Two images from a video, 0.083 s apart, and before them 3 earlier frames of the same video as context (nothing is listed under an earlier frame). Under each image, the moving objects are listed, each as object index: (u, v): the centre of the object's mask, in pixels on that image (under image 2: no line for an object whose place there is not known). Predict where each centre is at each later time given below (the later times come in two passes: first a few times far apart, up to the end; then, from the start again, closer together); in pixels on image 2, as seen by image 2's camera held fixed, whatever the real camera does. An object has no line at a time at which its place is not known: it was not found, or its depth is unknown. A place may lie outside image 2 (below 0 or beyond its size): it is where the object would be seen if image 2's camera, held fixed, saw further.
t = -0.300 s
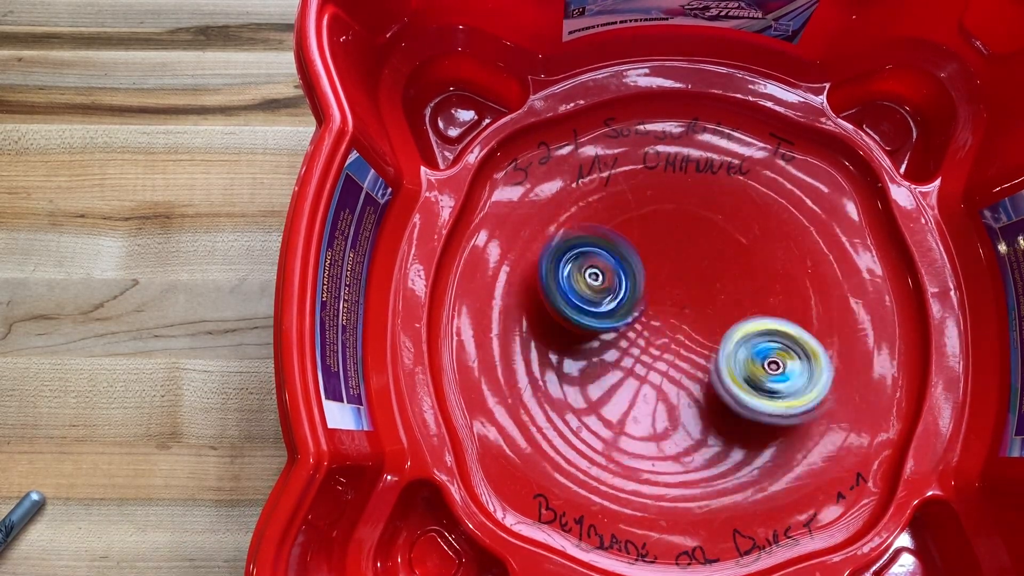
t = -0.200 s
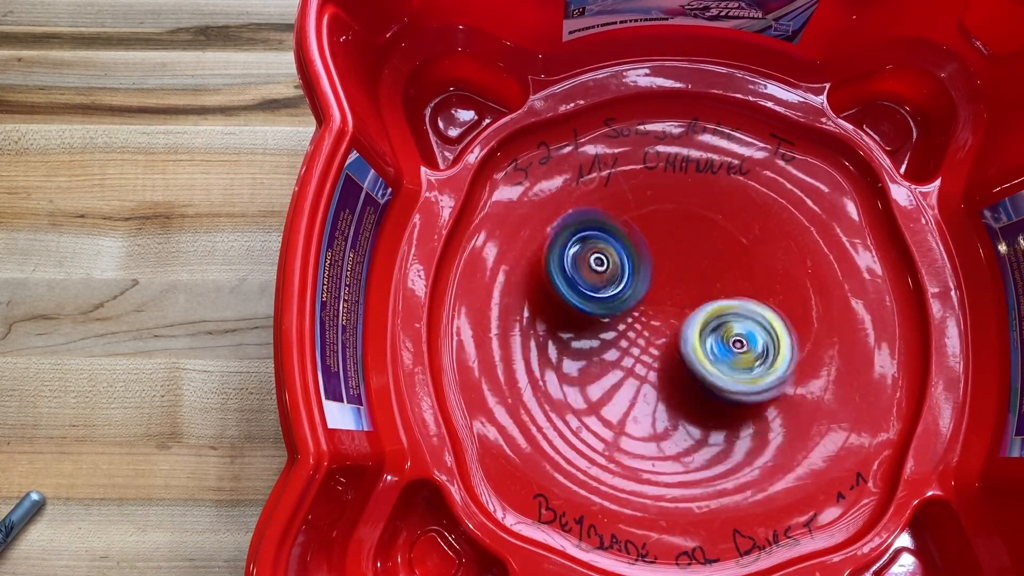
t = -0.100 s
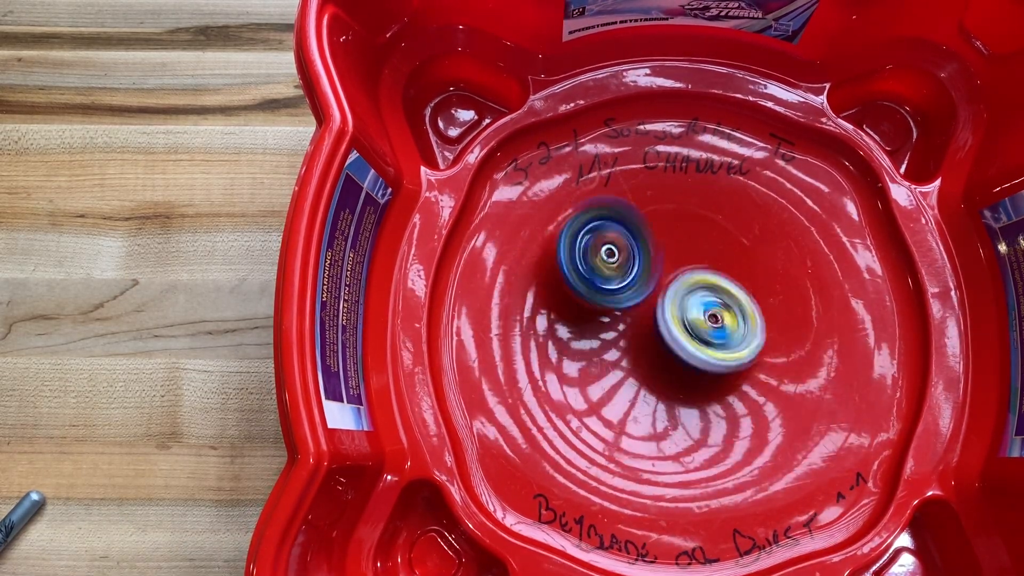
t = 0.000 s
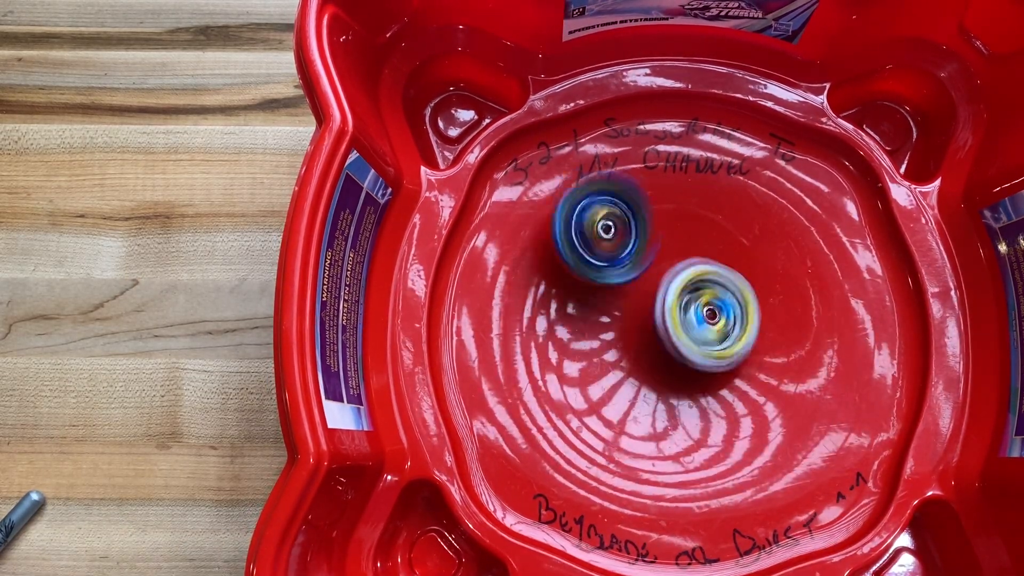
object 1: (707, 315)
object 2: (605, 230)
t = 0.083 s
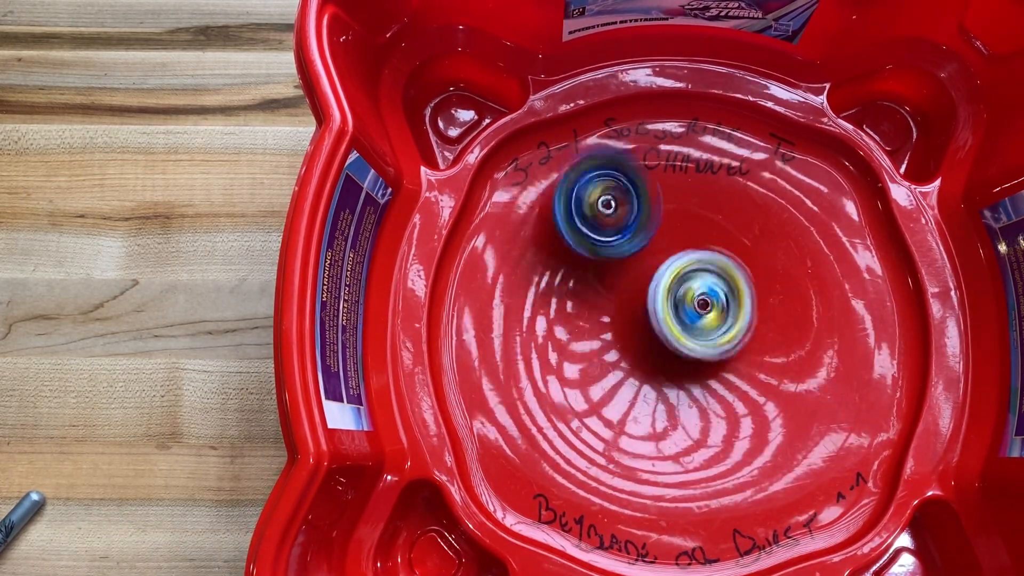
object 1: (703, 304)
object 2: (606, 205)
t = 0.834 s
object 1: (693, 361)
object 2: (841, 207)
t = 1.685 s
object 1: (653, 320)
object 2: (755, 472)
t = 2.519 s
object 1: (725, 324)
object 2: (615, 246)
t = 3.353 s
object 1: (693, 328)
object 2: (812, 301)
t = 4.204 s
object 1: (704, 320)
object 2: (660, 410)
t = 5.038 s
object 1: (667, 391)
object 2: (703, 277)
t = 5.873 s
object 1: (663, 362)
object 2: (705, 276)
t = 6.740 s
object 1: (662, 361)
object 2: (714, 276)
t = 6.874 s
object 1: (662, 361)
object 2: (714, 276)
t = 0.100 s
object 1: (699, 304)
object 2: (607, 200)
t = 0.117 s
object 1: (697, 298)
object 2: (608, 194)
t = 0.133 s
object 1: (697, 293)
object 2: (610, 188)
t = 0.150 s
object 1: (698, 292)
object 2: (615, 182)
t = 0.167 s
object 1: (693, 289)
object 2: (617, 177)
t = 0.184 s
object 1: (693, 282)
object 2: (621, 171)
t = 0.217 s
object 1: (692, 279)
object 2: (629, 161)
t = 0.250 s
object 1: (690, 268)
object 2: (639, 150)
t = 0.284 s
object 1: (687, 266)
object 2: (651, 139)
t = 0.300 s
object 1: (686, 260)
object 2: (657, 136)
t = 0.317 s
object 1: (688, 257)
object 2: (663, 131)
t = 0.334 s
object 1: (687, 259)
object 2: (669, 127)
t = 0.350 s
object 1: (682, 256)
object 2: (675, 122)
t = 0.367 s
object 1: (682, 252)
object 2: (682, 119)
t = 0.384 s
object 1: (685, 254)
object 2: (689, 115)
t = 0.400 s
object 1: (681, 256)
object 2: (696, 111)
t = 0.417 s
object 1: (678, 254)
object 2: (703, 109)
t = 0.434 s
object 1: (679, 255)
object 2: (709, 108)
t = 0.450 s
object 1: (679, 260)
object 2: (713, 109)
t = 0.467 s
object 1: (675, 264)
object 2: (716, 111)
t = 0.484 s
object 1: (673, 266)
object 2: (719, 115)
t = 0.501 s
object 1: (676, 271)
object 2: (722, 119)
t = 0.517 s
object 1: (675, 279)
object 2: (725, 123)
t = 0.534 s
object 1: (672, 283)
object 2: (729, 126)
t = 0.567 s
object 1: (676, 296)
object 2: (738, 132)
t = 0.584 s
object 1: (674, 303)
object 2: (745, 135)
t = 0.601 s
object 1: (673, 306)
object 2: (752, 140)
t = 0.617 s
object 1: (677, 310)
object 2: (756, 144)
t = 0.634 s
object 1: (677, 318)
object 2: (763, 148)
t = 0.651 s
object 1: (677, 322)
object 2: (769, 151)
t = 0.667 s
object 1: (679, 324)
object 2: (776, 154)
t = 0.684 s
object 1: (683, 329)
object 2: (783, 158)
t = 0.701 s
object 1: (681, 334)
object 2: (789, 163)
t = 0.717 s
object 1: (681, 336)
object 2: (796, 167)
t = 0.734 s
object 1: (685, 338)
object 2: (804, 172)
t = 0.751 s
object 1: (688, 345)
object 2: (810, 177)
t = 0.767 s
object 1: (687, 348)
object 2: (817, 183)
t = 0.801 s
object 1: (693, 353)
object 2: (829, 194)
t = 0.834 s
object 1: (693, 361)
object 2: (841, 207)
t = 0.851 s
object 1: (695, 362)
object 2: (845, 213)
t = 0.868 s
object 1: (699, 366)
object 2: (851, 220)
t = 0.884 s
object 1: (698, 371)
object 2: (857, 228)
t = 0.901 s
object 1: (699, 371)
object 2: (860, 234)
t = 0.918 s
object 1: (702, 371)
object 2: (866, 240)
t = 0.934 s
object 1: (705, 376)
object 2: (870, 248)
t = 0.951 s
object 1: (703, 379)
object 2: (874, 253)
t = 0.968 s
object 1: (704, 377)
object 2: (880, 261)
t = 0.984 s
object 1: (708, 376)
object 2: (882, 269)
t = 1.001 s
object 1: (708, 380)
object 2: (885, 274)
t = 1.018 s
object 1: (705, 378)
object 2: (889, 283)
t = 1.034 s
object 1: (708, 374)
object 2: (891, 289)
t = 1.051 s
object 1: (710, 374)
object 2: (893, 296)
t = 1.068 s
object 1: (707, 374)
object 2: (895, 304)
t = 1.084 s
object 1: (705, 369)
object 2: (896, 310)
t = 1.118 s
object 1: (704, 362)
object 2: (897, 326)
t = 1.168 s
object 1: (694, 346)
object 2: (899, 347)
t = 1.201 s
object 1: (684, 341)
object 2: (898, 360)
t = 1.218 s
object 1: (682, 335)
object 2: (897, 367)
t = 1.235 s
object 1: (681, 332)
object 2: (895, 373)
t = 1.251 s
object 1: (676, 333)
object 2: (894, 381)
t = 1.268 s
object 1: (671, 328)
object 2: (891, 387)
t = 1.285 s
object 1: (669, 325)
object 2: (889, 393)
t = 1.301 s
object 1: (668, 325)
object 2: (887, 400)
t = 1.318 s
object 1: (661, 324)
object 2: (883, 406)
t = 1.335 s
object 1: (658, 319)
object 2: (881, 411)
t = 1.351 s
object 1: (657, 316)
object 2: (877, 417)
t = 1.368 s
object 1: (655, 318)
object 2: (873, 422)
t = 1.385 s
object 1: (648, 315)
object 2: (869, 427)
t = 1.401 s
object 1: (646, 312)
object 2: (864, 432)
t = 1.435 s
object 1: (642, 313)
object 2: (855, 441)
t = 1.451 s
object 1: (637, 311)
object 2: (849, 445)
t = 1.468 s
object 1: (635, 308)
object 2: (843, 449)
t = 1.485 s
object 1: (636, 307)
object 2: (837, 453)
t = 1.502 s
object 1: (633, 311)
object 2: (830, 457)
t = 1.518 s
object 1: (629, 309)
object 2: (824, 460)
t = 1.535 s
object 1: (630, 307)
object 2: (817, 463)
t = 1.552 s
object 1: (634, 310)
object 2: (811, 466)
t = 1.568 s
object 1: (631, 314)
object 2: (804, 468)
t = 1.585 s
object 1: (631, 312)
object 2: (796, 470)
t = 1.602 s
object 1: (636, 311)
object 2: (790, 471)
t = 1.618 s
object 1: (638, 317)
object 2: (784, 472)
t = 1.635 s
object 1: (638, 318)
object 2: (776, 472)
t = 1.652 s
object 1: (641, 315)
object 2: (769, 473)
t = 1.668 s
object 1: (648, 315)
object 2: (762, 472)
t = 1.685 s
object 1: (653, 320)
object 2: (755, 472)
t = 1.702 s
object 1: (655, 319)
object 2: (748, 470)
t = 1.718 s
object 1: (661, 317)
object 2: (741, 469)
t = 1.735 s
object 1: (669, 317)
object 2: (734, 467)
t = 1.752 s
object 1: (671, 320)
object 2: (727, 464)
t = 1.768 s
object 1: (674, 318)
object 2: (720, 461)
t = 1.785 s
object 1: (679, 315)
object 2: (713, 457)
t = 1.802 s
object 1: (685, 315)
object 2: (707, 453)
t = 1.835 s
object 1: (690, 313)
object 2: (695, 440)
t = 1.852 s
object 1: (696, 310)
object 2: (690, 434)
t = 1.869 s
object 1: (700, 311)
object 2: (685, 428)
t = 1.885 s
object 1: (701, 309)
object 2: (679, 422)
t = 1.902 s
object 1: (705, 304)
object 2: (674, 417)
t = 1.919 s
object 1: (712, 300)
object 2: (670, 414)
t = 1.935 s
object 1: (717, 300)
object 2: (664, 410)
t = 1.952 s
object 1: (717, 298)
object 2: (658, 404)
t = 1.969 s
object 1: (719, 294)
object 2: (654, 398)
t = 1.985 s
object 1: (722, 291)
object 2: (650, 393)
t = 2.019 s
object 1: (723, 290)
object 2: (642, 379)
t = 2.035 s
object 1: (724, 286)
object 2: (639, 372)
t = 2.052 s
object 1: (728, 283)
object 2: (636, 365)
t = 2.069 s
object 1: (729, 285)
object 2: (633, 358)
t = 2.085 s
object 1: (731, 284)
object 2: (629, 353)
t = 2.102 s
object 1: (736, 281)
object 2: (620, 348)
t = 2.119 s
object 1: (740, 280)
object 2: (617, 343)
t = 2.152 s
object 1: (742, 282)
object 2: (609, 332)
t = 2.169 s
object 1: (743, 280)
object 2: (605, 327)
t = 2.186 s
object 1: (747, 278)
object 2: (601, 322)
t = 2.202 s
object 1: (750, 280)
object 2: (599, 317)
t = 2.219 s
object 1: (749, 281)
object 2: (597, 311)
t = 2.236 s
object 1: (749, 281)
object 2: (595, 306)
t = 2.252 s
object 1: (752, 280)
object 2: (594, 300)
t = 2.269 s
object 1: (757, 282)
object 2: (592, 296)
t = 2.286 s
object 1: (757, 287)
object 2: (591, 292)
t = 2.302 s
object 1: (756, 288)
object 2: (591, 287)
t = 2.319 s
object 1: (756, 289)
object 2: (591, 283)
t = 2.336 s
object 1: (758, 291)
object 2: (591, 279)
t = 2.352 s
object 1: (758, 296)
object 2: (591, 275)
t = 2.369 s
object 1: (755, 298)
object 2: (593, 271)
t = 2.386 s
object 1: (753, 300)
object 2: (595, 267)
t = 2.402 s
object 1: (752, 302)
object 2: (596, 265)
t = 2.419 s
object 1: (751, 308)
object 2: (598, 261)
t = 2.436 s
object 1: (745, 311)
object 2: (601, 258)
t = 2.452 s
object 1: (742, 313)
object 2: (602, 256)
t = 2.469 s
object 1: (739, 315)
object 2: (606, 252)
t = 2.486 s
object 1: (737, 319)
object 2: (609, 249)
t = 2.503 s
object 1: (730, 323)
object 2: (612, 248)
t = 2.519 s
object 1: (725, 324)
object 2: (615, 246)
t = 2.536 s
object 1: (721, 324)
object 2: (619, 245)
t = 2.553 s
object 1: (719, 326)
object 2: (623, 243)
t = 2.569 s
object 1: (714, 330)
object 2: (626, 243)
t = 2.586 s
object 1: (709, 329)
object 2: (632, 243)
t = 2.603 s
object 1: (706, 329)
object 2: (637, 243)
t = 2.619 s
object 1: (705, 330)
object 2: (642, 240)
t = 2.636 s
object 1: (706, 338)
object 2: (645, 231)
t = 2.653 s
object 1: (702, 343)
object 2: (645, 224)
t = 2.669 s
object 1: (699, 346)
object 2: (648, 217)
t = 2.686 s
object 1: (696, 347)
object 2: (650, 213)
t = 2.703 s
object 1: (697, 350)
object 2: (651, 209)
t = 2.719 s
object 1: (692, 353)
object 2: (655, 204)
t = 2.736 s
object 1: (688, 351)
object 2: (660, 200)
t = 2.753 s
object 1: (685, 350)
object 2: (664, 196)
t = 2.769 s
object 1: (682, 347)
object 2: (669, 193)
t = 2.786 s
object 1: (682, 348)
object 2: (672, 192)
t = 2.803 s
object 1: (677, 346)
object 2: (675, 190)
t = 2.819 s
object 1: (677, 342)
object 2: (681, 188)
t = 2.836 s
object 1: (677, 341)
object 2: (686, 188)
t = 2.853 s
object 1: (678, 340)
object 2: (692, 186)
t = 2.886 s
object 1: (676, 339)
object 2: (702, 186)
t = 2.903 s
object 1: (677, 337)
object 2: (708, 186)
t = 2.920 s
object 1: (677, 337)
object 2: (712, 186)
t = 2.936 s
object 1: (677, 337)
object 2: (718, 186)
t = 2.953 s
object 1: (676, 337)
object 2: (724, 188)
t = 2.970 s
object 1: (676, 333)
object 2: (729, 190)
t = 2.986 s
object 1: (677, 332)
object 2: (734, 191)
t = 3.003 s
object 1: (678, 331)
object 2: (741, 194)
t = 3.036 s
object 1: (677, 331)
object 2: (751, 199)
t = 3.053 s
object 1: (680, 327)
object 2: (756, 202)
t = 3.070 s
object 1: (681, 327)
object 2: (763, 206)
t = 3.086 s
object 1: (682, 328)
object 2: (767, 210)
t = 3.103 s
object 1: (681, 329)
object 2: (771, 213)
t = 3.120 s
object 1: (681, 327)
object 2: (777, 218)
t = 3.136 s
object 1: (684, 326)
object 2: (781, 223)
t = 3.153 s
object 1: (686, 326)
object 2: (785, 230)
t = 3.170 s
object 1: (685, 327)
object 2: (788, 234)
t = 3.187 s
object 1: (684, 327)
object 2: (792, 241)
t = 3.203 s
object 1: (685, 325)
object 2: (797, 246)
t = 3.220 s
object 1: (689, 325)
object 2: (799, 251)
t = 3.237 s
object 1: (690, 327)
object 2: (802, 257)
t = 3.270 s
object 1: (689, 327)
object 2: (808, 270)
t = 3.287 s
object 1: (690, 325)
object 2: (809, 276)
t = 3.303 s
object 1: (694, 326)
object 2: (811, 282)
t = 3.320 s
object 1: (693, 329)
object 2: (811, 289)
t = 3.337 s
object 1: (693, 329)
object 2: (812, 296)
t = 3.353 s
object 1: (693, 328)
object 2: (812, 301)
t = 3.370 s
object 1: (691, 327)
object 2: (816, 309)
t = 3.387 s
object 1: (687, 328)
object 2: (823, 316)
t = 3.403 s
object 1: (682, 330)
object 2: (829, 321)
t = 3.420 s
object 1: (678, 329)
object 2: (833, 328)
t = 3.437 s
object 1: (675, 328)
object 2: (836, 335)
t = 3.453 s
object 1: (674, 326)
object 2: (841, 341)
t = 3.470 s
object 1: (675, 327)
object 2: (843, 347)
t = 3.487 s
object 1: (671, 330)
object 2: (845, 353)
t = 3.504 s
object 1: (669, 329)
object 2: (846, 360)
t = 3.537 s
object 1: (668, 327)
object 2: (849, 373)
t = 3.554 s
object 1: (670, 327)
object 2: (849, 378)
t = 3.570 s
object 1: (669, 329)
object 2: (849, 385)
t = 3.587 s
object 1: (666, 328)
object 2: (848, 391)
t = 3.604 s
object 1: (666, 328)
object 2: (847, 397)
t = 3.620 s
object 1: (666, 327)
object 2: (846, 403)
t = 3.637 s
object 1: (668, 327)
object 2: (845, 409)
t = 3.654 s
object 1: (669, 329)
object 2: (843, 415)
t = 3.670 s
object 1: (667, 327)
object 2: (840, 420)
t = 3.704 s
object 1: (668, 326)
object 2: (834, 433)
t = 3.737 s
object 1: (670, 327)
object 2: (827, 442)
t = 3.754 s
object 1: (670, 328)
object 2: (822, 448)
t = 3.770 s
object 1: (669, 326)
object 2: (817, 453)
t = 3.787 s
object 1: (669, 326)
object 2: (811, 457)
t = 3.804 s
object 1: (671, 326)
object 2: (807, 461)
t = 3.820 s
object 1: (672, 326)
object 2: (801, 464)
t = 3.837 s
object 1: (671, 329)
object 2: (794, 468)
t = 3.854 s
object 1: (671, 328)
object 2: (788, 470)
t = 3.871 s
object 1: (672, 325)
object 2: (783, 473)
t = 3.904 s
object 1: (674, 324)
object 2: (768, 476)
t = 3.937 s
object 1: (676, 326)
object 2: (756, 477)
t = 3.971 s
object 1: (678, 322)
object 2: (741, 475)
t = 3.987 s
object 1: (682, 322)
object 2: (734, 475)
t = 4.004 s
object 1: (683, 321)
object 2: (728, 474)
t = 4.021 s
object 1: (686, 322)
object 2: (721, 472)
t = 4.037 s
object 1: (687, 324)
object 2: (714, 468)
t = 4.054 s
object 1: (687, 323)
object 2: (706, 465)
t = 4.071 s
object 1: (690, 321)
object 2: (700, 462)
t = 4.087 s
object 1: (694, 320)
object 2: (695, 457)
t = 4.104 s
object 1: (696, 321)
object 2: (689, 451)
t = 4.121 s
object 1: (698, 321)
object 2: (682, 445)
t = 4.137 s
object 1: (699, 322)
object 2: (678, 439)
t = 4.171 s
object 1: (700, 322)
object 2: (668, 424)
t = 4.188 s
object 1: (701, 321)
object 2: (663, 416)
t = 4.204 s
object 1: (704, 320)
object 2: (660, 410)
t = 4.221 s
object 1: (707, 321)
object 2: (657, 402)
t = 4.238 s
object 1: (708, 320)
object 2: (650, 397)
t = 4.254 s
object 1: (714, 312)
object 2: (636, 396)
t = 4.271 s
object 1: (724, 302)
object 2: (625, 395)
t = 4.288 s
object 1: (733, 297)
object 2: (616, 391)
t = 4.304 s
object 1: (740, 295)
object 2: (607, 389)
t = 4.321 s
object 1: (746, 294)
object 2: (601, 384)
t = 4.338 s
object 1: (748, 294)
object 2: (595, 378)
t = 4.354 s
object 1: (749, 295)
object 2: (593, 374)
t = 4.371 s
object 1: (749, 295)
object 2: (590, 368)
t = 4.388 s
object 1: (748, 295)
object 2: (586, 363)
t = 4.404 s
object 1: (747, 294)
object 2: (585, 358)
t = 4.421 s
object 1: (745, 294)
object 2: (583, 352)
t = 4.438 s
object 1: (741, 294)
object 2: (582, 348)
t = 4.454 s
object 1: (738, 293)
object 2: (583, 344)
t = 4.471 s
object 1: (735, 294)
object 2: (582, 339)
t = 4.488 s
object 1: (732, 295)
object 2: (583, 334)
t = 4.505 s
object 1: (730, 296)
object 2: (583, 327)
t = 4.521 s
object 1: (728, 299)
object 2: (586, 323)
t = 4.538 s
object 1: (724, 303)
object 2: (587, 318)
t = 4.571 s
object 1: (711, 313)
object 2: (593, 310)
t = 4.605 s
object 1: (701, 322)
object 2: (599, 302)
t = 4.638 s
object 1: (688, 337)
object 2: (604, 291)
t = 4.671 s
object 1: (677, 354)
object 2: (610, 279)
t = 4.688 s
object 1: (673, 362)
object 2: (613, 272)
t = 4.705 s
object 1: (670, 369)
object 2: (617, 268)
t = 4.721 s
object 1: (668, 376)
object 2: (620, 264)
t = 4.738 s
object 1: (666, 383)
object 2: (624, 262)
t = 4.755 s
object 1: (663, 389)
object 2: (627, 260)
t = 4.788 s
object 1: (661, 399)
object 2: (635, 258)
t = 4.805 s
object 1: (660, 403)
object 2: (638, 257)
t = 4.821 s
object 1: (659, 406)
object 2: (643, 258)
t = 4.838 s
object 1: (658, 408)
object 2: (647, 258)
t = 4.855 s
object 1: (657, 408)
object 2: (651, 259)
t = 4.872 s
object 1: (658, 407)
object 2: (655, 260)
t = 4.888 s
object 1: (658, 406)
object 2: (659, 262)
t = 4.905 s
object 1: (659, 403)
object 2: (664, 264)
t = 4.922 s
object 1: (660, 400)
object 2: (667, 268)
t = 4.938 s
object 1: (662, 397)
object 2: (671, 272)
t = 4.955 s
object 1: (664, 394)
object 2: (674, 275)
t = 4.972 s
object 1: (667, 390)
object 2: (676, 280)
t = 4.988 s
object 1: (668, 389)
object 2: (682, 281)
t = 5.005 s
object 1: (668, 391)
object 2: (687, 279)
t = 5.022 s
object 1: (667, 392)
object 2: (697, 276)
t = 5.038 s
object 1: (667, 391)
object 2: (703, 277)
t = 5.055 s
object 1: (667, 389)
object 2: (708, 278)
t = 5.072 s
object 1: (666, 387)
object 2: (712, 279)
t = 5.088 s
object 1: (666, 385)
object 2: (715, 280)
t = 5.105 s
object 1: (666, 383)
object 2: (718, 283)
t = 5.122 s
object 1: (666, 381)
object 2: (719, 287)
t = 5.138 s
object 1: (665, 380)
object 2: (721, 290)
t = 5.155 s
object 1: (663, 381)
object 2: (726, 290)
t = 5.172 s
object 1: (660, 381)
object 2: (730, 291)
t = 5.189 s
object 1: (659, 379)
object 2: (732, 293)
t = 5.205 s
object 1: (658, 378)
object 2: (733, 294)
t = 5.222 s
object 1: (657, 378)
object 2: (733, 297)
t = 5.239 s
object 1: (656, 377)
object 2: (733, 299)
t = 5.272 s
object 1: (656, 377)
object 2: (733, 300)
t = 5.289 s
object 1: (656, 377)
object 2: (733, 302)
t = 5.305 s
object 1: (656, 377)
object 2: (733, 303)
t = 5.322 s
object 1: (655, 377)
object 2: (736, 302)
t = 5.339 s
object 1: (654, 377)
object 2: (738, 302)
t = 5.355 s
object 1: (653, 376)
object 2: (737, 304)
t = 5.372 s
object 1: (653, 376)
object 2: (736, 305)
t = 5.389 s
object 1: (653, 375)
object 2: (735, 306)
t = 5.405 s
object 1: (651, 375)
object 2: (736, 304)
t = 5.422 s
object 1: (650, 375)
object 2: (737, 302)
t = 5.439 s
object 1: (651, 374)
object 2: (738, 302)
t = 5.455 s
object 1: (651, 374)
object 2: (738, 303)
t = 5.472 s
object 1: (652, 373)
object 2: (737, 303)
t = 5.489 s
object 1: (654, 373)
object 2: (736, 303)
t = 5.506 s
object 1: (655, 372)
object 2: (734, 303)
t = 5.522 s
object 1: (656, 373)
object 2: (733, 301)
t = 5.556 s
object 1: (661, 372)
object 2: (733, 297)
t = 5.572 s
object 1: (664, 371)
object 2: (733, 294)
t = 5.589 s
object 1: (667, 371)
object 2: (732, 291)
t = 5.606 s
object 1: (669, 370)
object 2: (731, 291)
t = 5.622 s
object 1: (670, 370)
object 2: (729, 290)
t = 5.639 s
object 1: (672, 369)
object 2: (727, 288)
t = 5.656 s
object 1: (673, 369)
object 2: (723, 287)
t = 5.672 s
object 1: (674, 369)
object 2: (721, 284)
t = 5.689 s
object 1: (675, 368)
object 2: (719, 282)
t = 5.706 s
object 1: (675, 368)
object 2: (717, 280)
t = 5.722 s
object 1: (675, 367)
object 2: (715, 277)
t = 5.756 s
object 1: (673, 366)
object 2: (712, 275)
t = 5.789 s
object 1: (671, 365)
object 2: (709, 271)
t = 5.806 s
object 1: (670, 364)
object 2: (709, 271)
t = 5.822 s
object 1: (668, 363)
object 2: (708, 271)
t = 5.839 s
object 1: (667, 362)
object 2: (707, 271)
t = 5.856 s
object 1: (666, 361)
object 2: (707, 274)
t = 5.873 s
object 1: (663, 362)
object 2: (705, 276)
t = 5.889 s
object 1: (662, 361)
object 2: (703, 277)
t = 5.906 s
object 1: (660, 361)
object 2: (703, 279)
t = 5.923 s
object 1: (660, 361)
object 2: (703, 280)
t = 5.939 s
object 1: (660, 362)
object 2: (704, 280)
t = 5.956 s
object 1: (661, 362)
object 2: (705, 279)
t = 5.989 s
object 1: (662, 362)
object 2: (705, 277)
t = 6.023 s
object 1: (663, 362)
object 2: (707, 278)
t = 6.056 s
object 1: (662, 362)
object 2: (712, 274)
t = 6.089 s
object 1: (661, 361)
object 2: (715, 270)
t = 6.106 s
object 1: (661, 361)
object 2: (716, 269)
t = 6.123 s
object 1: (661, 361)
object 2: (717, 269)
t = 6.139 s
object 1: (661, 360)
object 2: (717, 269)
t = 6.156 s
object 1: (660, 359)
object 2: (717, 270)
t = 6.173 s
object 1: (660, 359)
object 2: (716, 272)
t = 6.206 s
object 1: (660, 359)
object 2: (714, 275)
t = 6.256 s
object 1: (659, 359)
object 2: (715, 275)
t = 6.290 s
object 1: (659, 359)
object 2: (716, 274)
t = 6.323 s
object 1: (660, 360)
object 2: (715, 275)
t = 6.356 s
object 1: (661, 360)
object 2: (714, 276)
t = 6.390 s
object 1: (663, 361)
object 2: (714, 276)
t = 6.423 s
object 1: (664, 362)
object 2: (714, 276)
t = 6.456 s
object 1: (664, 362)
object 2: (714, 276)
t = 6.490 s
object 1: (664, 362)
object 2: (714, 276)
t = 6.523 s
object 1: (664, 362)
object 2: (714, 276)
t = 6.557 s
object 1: (663, 361)
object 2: (714, 276)
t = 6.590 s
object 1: (662, 361)
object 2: (714, 276)
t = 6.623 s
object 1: (661, 361)
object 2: (714, 276)
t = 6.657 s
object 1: (661, 361)
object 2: (714, 276)
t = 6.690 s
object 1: (662, 361)
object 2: (714, 276)
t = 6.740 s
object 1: (662, 361)
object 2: (714, 276)
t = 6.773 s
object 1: (662, 361)
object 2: (714, 276)
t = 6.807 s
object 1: (662, 361)
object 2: (714, 276)
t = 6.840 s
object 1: (662, 361)
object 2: (714, 276)
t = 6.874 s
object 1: (662, 361)
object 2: (714, 276)
